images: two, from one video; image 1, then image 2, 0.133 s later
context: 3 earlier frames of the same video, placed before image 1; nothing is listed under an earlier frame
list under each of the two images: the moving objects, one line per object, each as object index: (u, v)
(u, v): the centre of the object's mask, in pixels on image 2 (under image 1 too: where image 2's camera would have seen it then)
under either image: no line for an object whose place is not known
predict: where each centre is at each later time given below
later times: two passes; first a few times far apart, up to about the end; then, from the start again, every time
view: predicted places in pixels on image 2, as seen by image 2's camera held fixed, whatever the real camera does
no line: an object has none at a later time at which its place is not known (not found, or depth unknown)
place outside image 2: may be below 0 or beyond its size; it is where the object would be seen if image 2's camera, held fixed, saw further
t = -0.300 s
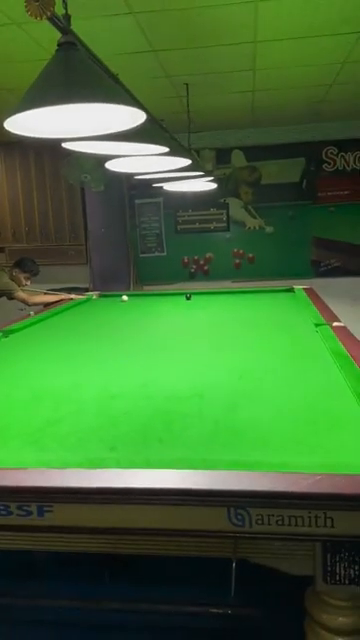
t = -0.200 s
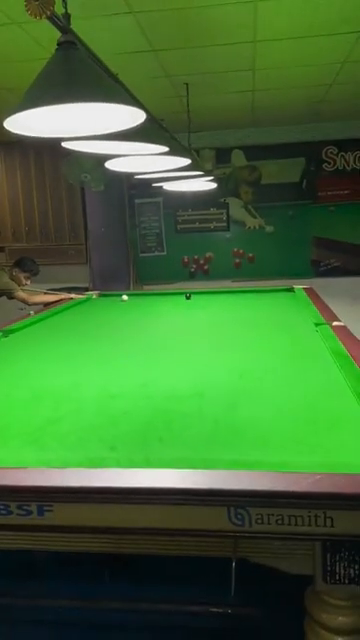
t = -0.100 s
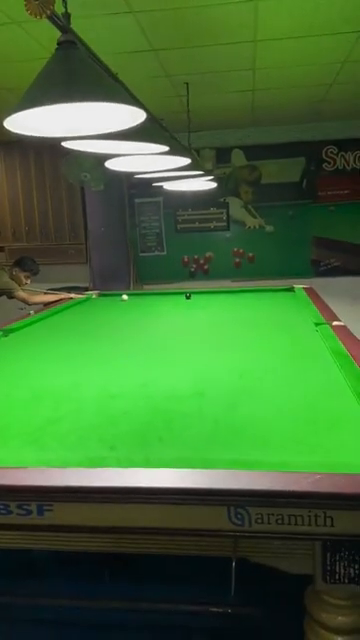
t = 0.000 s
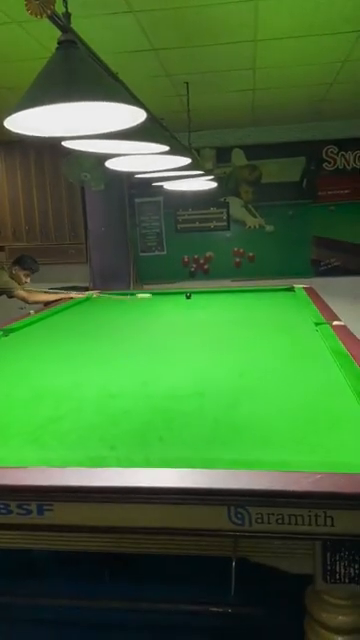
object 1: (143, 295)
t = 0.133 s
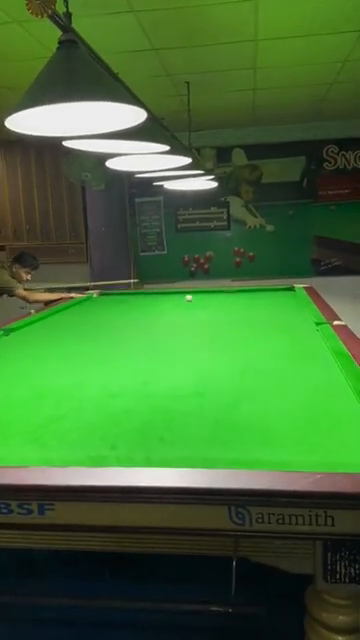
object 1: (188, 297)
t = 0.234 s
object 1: (195, 300)
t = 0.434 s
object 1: (203, 308)
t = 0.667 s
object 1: (198, 317)
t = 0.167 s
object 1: (191, 298)
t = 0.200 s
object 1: (193, 299)
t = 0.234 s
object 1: (195, 300)
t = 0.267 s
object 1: (197, 301)
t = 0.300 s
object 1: (199, 303)
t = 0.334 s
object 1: (201, 304)
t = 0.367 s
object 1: (201, 305)
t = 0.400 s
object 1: (202, 307)
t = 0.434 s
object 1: (203, 308)
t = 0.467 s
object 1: (203, 309)
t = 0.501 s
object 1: (203, 310)
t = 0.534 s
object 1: (203, 311)
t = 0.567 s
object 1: (202, 313)
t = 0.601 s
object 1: (201, 315)
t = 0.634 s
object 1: (200, 316)
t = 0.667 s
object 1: (198, 317)
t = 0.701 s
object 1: (196, 318)
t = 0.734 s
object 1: (194, 320)
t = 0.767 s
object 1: (192, 321)
